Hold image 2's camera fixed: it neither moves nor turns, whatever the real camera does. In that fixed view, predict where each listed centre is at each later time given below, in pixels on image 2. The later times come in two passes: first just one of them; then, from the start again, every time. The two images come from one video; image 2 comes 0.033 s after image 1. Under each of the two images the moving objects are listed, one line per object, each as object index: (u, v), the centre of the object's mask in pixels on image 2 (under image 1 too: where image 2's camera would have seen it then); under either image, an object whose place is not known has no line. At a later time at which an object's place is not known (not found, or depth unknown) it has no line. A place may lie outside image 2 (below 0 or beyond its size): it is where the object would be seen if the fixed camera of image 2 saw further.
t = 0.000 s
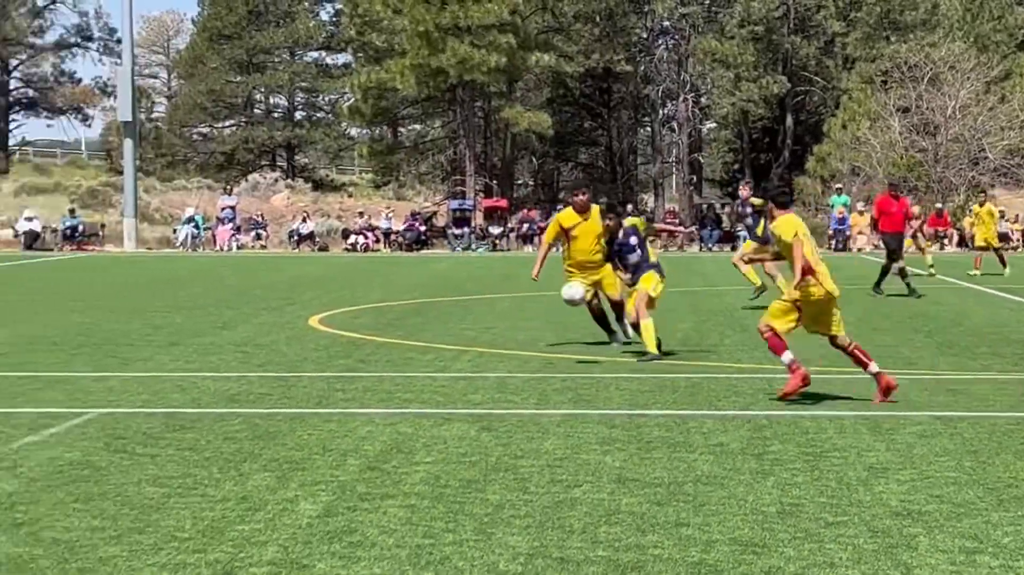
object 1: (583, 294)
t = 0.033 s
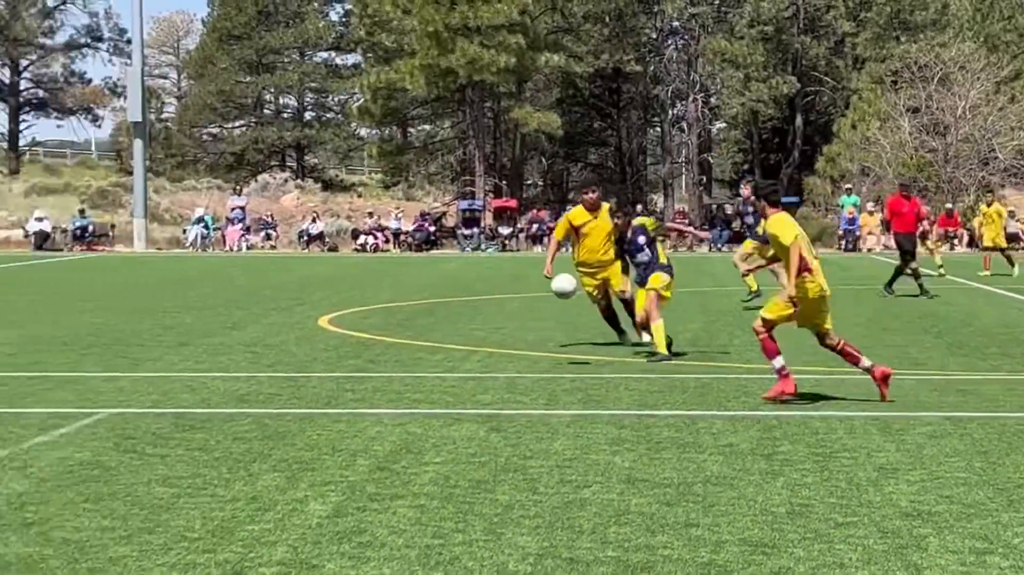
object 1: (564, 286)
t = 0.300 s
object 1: (404, 266)
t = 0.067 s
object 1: (544, 279)
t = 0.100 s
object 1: (524, 273)
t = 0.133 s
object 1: (505, 268)
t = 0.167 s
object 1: (485, 265)
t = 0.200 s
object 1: (465, 264)
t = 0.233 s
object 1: (445, 262)
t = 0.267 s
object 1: (424, 264)
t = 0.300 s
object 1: (404, 266)
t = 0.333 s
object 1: (382, 270)
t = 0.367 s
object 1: (362, 275)
